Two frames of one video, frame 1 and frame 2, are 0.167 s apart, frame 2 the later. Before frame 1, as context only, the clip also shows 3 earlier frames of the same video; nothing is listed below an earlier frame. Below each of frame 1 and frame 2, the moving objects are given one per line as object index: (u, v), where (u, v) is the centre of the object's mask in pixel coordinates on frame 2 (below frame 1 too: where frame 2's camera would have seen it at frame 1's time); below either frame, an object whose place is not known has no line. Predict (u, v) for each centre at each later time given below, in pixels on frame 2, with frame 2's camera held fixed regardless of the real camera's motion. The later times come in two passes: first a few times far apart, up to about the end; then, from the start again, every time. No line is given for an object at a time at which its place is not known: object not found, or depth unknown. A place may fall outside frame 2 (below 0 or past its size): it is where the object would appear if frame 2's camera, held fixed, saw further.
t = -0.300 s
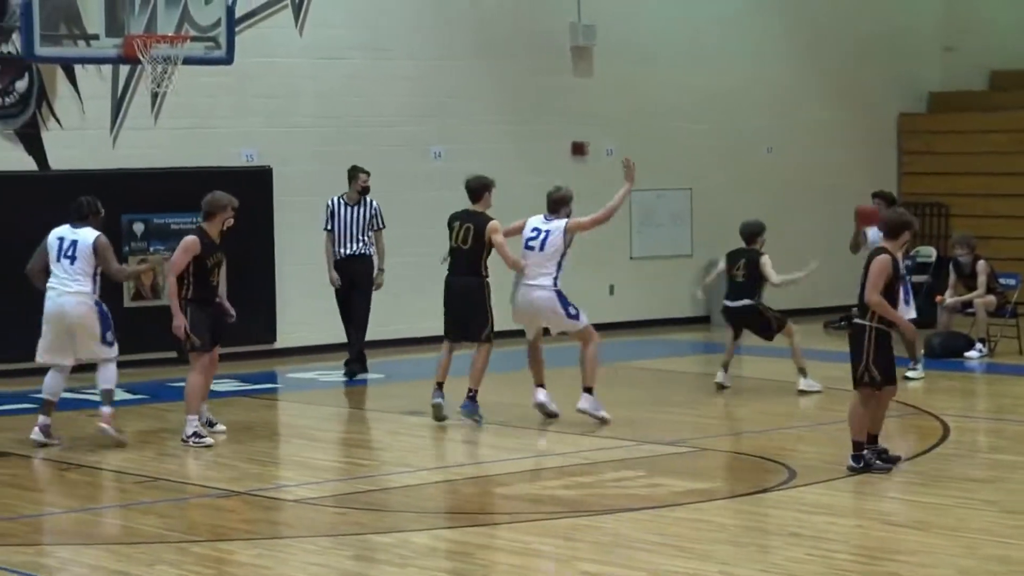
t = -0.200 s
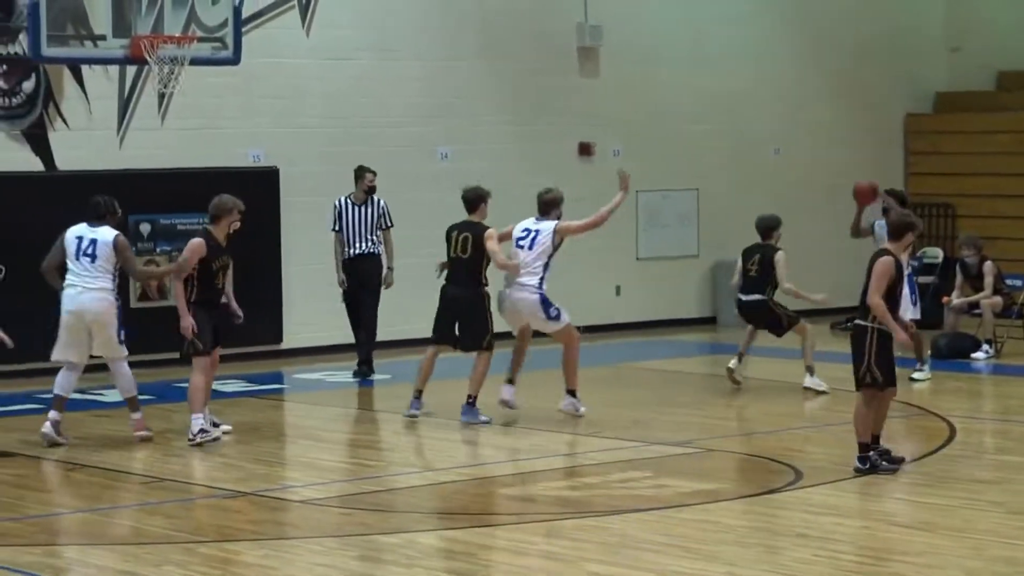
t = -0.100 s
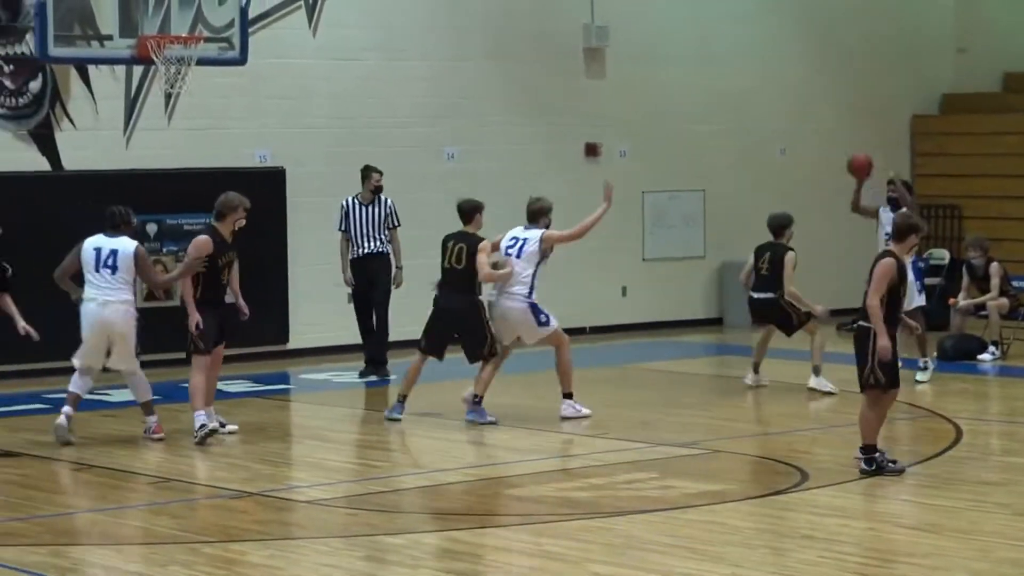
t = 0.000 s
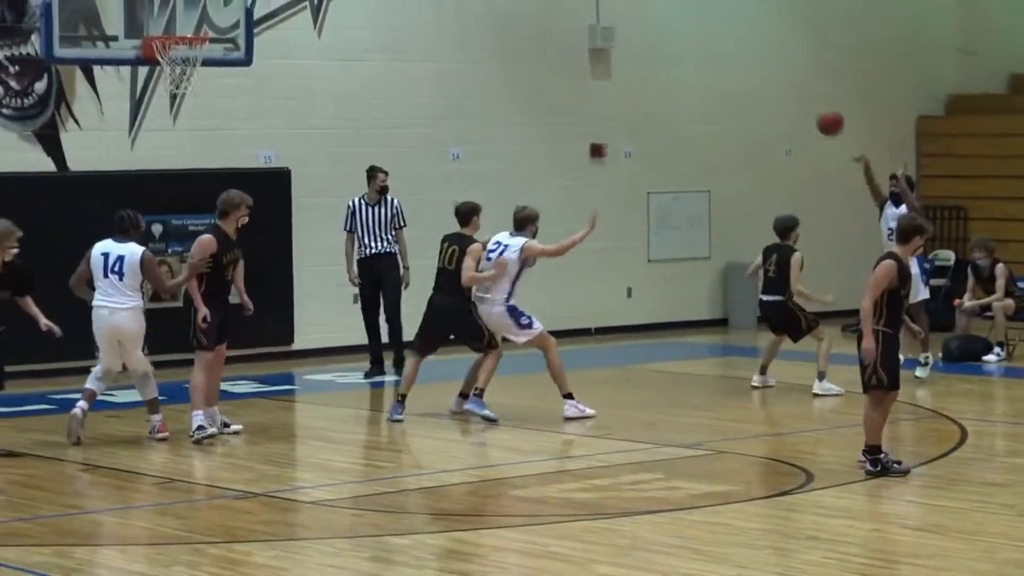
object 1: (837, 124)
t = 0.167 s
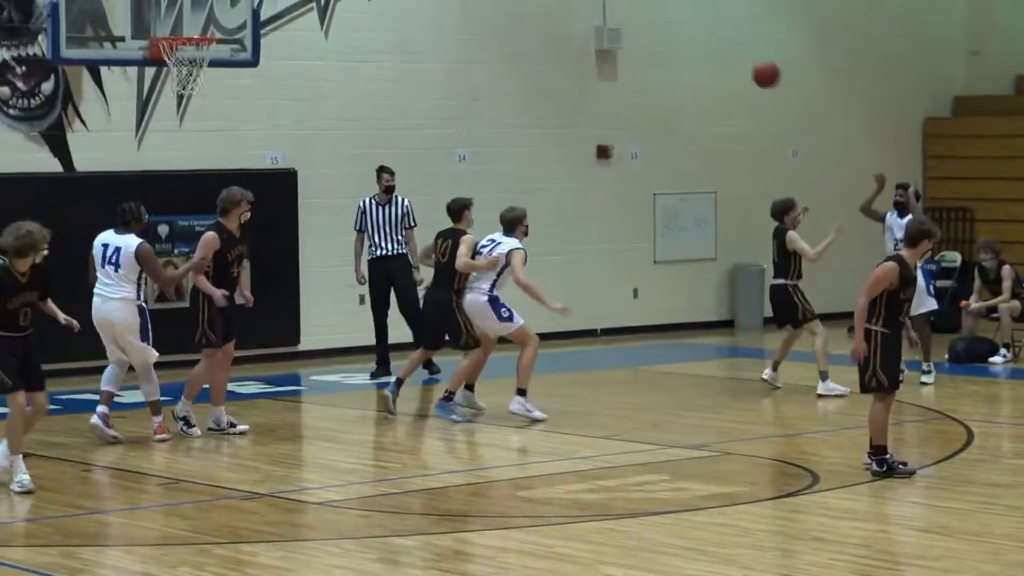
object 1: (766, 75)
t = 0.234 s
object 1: (737, 63)
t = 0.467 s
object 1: (631, 61)
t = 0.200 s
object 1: (752, 68)
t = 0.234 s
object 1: (737, 63)
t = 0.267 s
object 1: (722, 58)
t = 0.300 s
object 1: (708, 56)
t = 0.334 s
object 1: (692, 54)
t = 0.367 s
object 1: (677, 54)
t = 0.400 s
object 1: (662, 55)
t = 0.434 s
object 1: (646, 57)
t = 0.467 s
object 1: (631, 61)
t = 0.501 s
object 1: (615, 65)
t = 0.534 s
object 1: (600, 72)
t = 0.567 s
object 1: (583, 80)
